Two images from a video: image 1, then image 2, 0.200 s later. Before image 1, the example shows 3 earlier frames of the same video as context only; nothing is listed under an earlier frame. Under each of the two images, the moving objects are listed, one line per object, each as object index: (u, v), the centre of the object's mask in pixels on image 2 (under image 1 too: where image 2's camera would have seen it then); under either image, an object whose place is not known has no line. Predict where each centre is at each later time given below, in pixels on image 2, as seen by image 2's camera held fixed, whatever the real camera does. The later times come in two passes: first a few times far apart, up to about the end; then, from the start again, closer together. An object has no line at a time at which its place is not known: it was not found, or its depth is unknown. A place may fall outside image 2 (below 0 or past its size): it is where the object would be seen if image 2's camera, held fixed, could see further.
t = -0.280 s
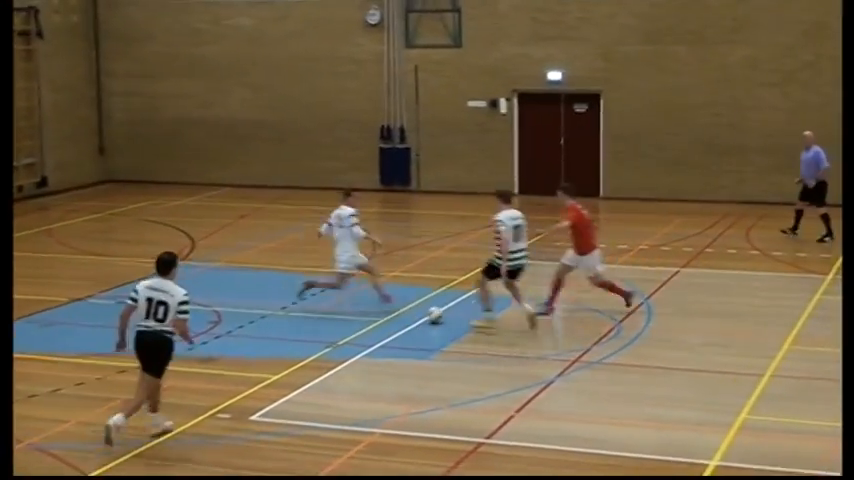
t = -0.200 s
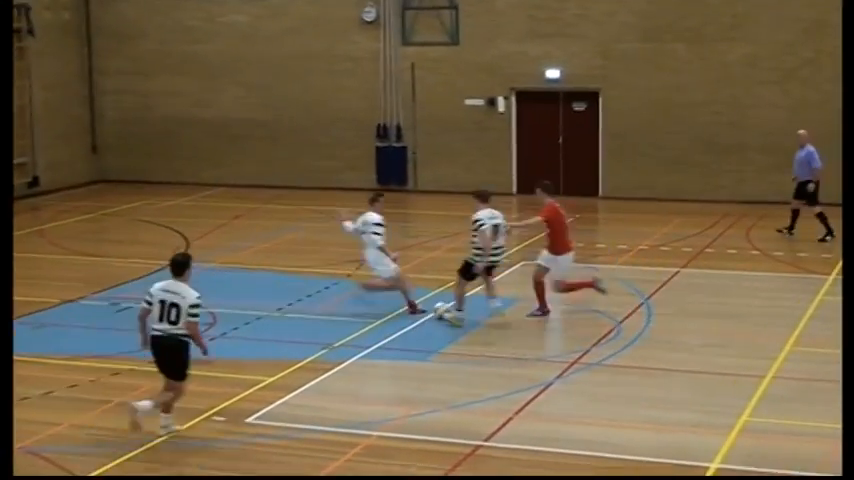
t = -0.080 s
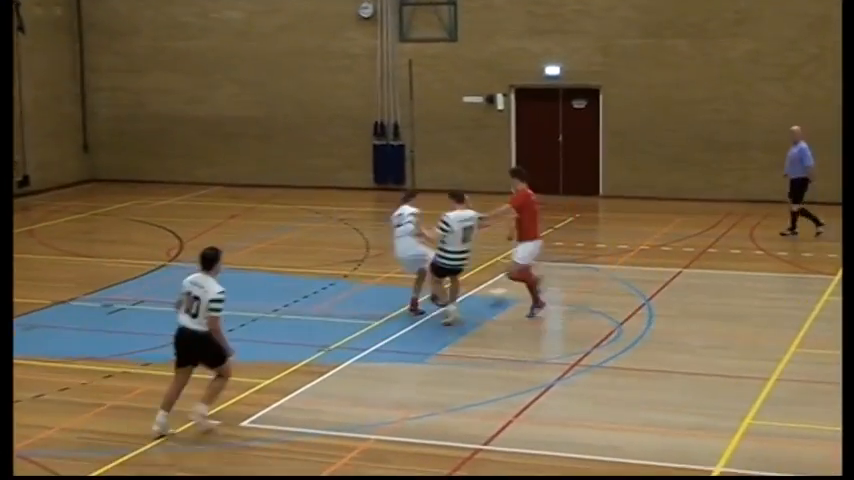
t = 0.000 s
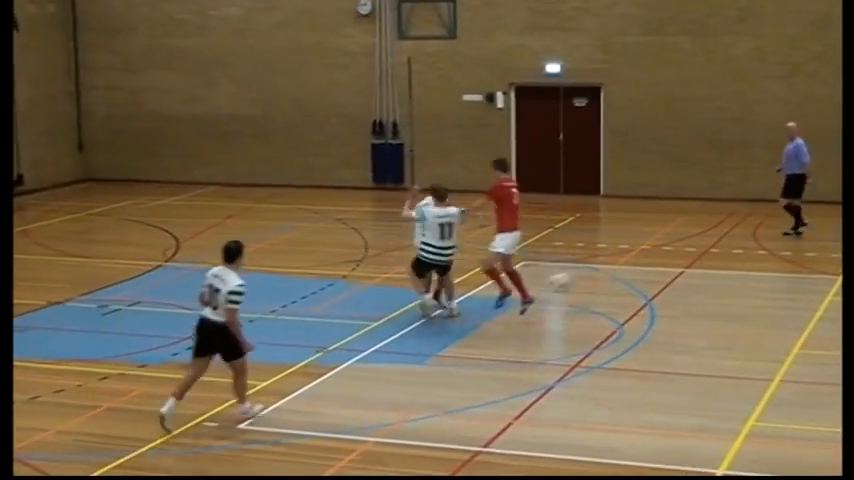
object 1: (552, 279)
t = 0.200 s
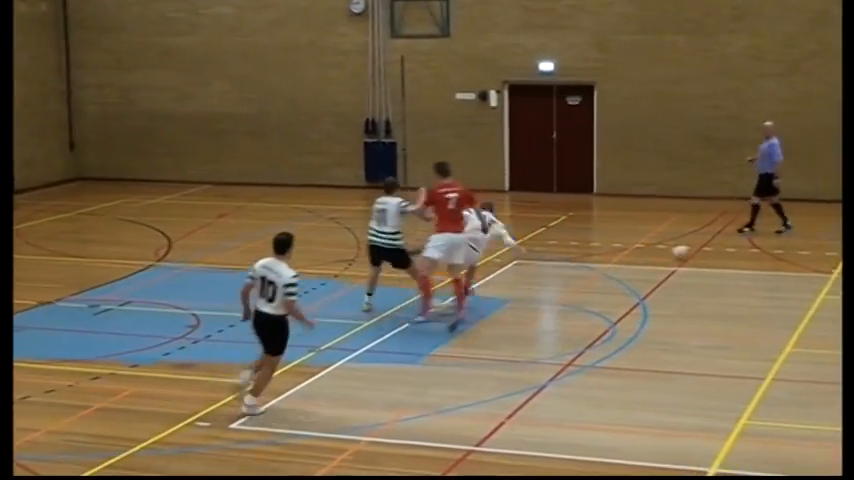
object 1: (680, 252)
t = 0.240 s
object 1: (700, 245)
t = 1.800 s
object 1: (1115, 230)
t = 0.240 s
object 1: (700, 245)
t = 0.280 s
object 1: (719, 240)
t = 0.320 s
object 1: (740, 238)
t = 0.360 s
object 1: (756, 235)
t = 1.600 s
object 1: (1075, 206)
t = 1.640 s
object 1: (1084, 215)
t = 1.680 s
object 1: (1094, 228)
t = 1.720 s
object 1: (1105, 241)
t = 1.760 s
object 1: (1111, 237)
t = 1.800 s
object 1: (1115, 230)
